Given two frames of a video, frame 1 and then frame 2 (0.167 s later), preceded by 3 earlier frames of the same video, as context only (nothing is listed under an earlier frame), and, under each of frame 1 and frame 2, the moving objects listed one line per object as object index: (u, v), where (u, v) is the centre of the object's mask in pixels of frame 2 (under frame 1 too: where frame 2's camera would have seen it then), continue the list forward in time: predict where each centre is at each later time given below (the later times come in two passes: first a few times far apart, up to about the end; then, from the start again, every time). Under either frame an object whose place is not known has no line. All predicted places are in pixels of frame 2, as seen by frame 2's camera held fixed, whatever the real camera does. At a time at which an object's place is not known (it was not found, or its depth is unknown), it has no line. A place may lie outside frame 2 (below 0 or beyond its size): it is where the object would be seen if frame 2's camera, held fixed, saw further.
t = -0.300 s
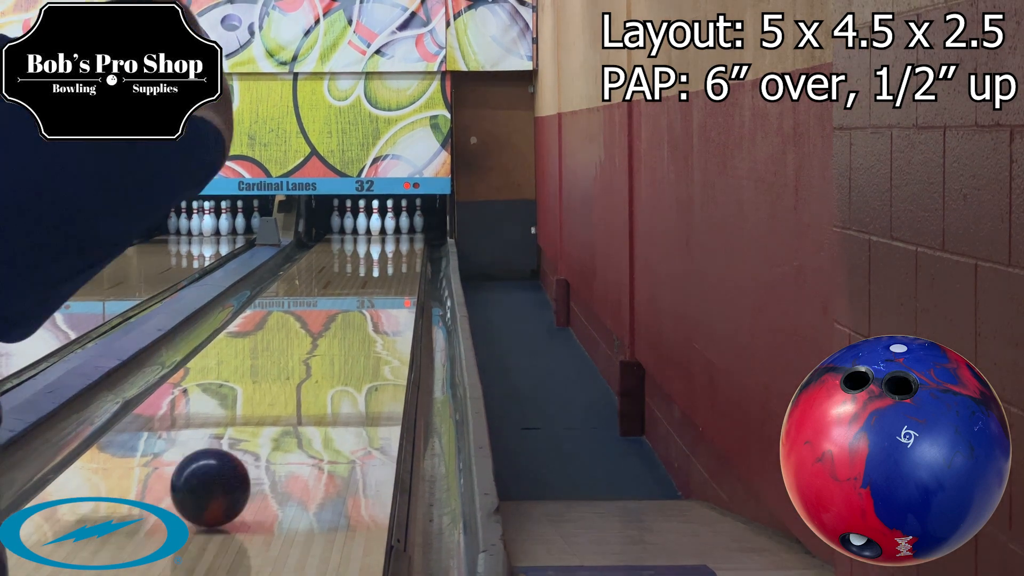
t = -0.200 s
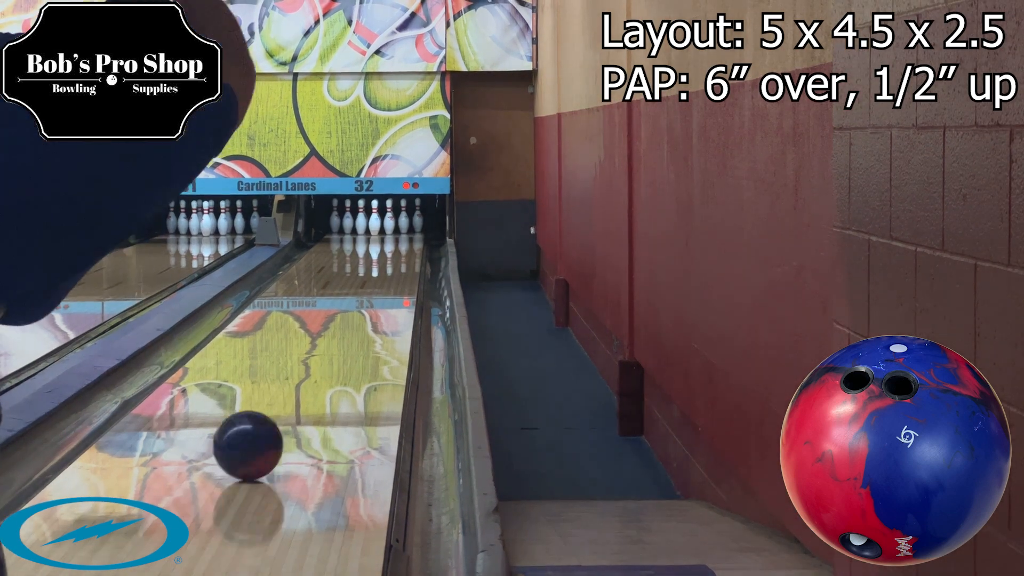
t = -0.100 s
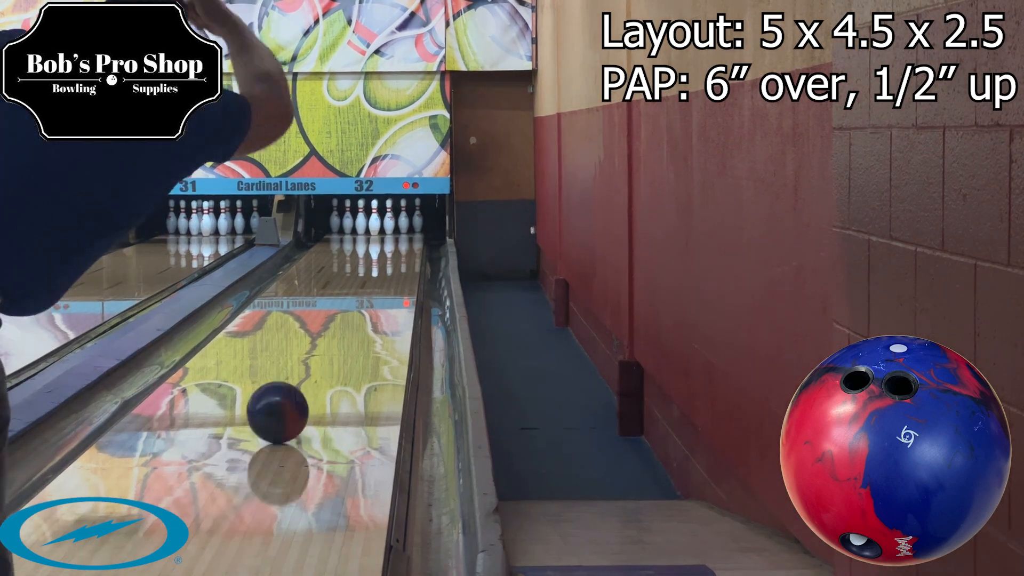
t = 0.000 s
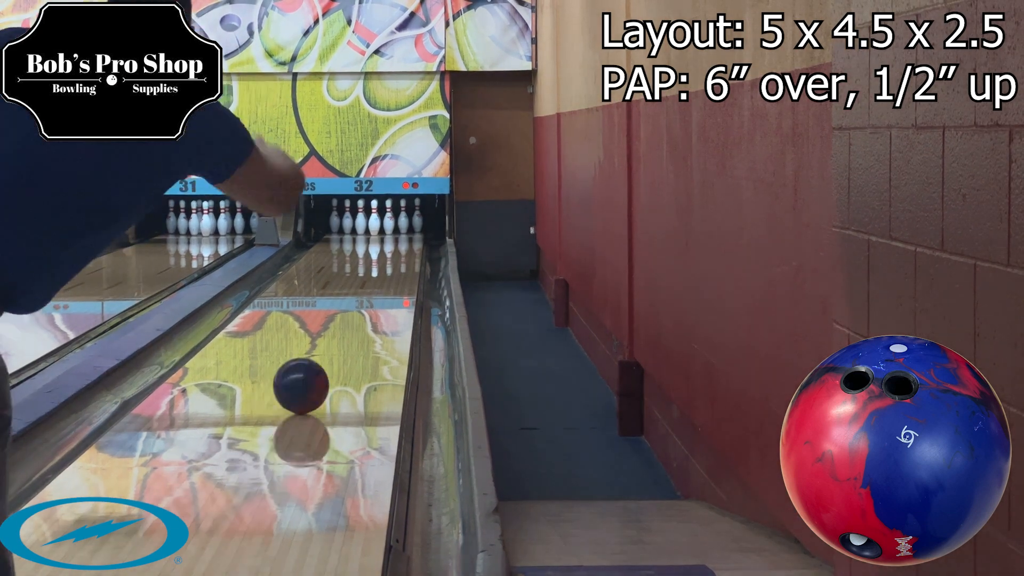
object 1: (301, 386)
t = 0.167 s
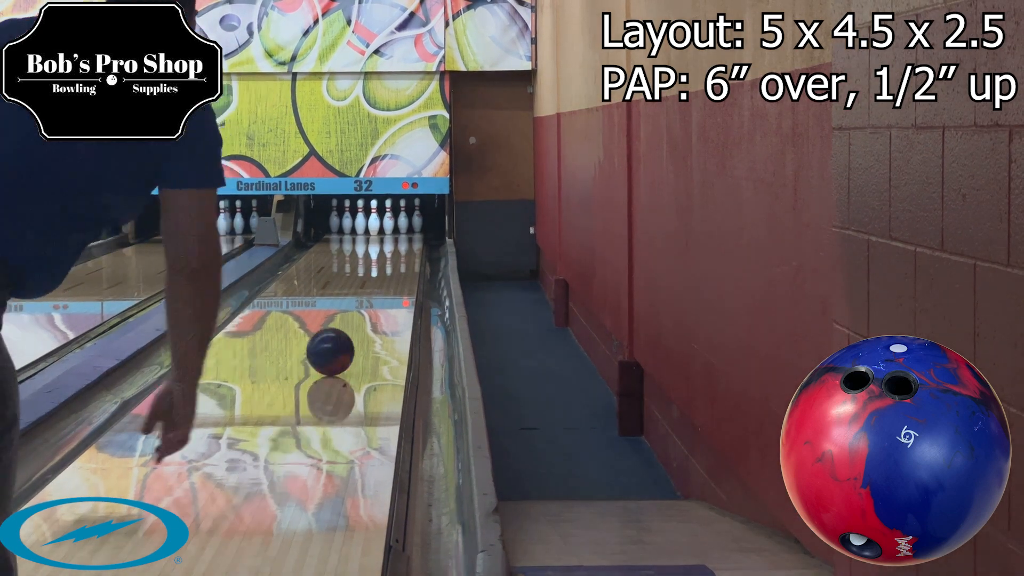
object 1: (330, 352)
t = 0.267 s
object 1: (344, 336)
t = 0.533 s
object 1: (372, 302)
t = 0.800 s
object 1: (390, 278)
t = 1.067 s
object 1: (401, 261)
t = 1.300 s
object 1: (405, 249)
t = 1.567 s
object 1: (400, 238)
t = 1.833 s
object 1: (388, 231)
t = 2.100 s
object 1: (382, 224)
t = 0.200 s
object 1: (335, 346)
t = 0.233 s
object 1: (340, 341)
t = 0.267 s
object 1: (344, 336)
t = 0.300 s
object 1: (348, 331)
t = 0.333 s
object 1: (352, 326)
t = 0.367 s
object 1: (356, 322)
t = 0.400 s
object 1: (359, 318)
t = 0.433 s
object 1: (363, 314)
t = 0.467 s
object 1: (366, 310)
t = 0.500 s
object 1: (369, 306)
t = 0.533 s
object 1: (372, 302)
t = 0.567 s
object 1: (374, 299)
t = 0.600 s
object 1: (377, 296)
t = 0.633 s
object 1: (379, 292)
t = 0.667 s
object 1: (381, 289)
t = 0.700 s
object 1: (384, 286)
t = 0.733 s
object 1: (386, 283)
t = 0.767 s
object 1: (388, 280)
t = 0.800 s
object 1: (390, 278)
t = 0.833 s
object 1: (392, 276)
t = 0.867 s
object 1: (394, 273)
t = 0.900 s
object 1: (395, 271)
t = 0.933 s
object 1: (397, 269)
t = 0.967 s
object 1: (398, 267)
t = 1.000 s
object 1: (399, 264)
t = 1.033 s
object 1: (400, 262)
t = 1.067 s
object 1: (401, 261)
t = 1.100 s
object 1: (402, 259)
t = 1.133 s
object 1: (403, 257)
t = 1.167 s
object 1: (404, 255)
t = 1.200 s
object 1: (404, 254)
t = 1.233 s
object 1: (404, 252)
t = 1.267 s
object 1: (405, 251)
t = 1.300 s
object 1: (405, 249)
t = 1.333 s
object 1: (405, 247)
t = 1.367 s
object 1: (405, 246)
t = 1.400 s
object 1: (404, 245)
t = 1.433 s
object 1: (404, 243)
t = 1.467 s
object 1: (403, 242)
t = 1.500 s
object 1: (402, 241)
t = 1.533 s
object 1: (401, 240)
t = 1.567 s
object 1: (400, 238)
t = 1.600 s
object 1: (399, 237)
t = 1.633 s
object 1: (398, 236)
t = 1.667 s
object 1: (396, 235)
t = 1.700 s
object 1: (395, 234)
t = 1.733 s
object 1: (393, 233)
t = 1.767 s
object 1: (392, 232)
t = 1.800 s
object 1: (390, 231)
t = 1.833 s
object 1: (388, 231)
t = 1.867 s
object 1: (386, 229)
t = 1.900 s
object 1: (385, 228)
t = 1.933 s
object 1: (383, 227)
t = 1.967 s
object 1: (382, 226)
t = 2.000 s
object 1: (383, 225)
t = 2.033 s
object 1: (383, 225)
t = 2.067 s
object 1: (383, 225)
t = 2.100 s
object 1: (382, 224)
